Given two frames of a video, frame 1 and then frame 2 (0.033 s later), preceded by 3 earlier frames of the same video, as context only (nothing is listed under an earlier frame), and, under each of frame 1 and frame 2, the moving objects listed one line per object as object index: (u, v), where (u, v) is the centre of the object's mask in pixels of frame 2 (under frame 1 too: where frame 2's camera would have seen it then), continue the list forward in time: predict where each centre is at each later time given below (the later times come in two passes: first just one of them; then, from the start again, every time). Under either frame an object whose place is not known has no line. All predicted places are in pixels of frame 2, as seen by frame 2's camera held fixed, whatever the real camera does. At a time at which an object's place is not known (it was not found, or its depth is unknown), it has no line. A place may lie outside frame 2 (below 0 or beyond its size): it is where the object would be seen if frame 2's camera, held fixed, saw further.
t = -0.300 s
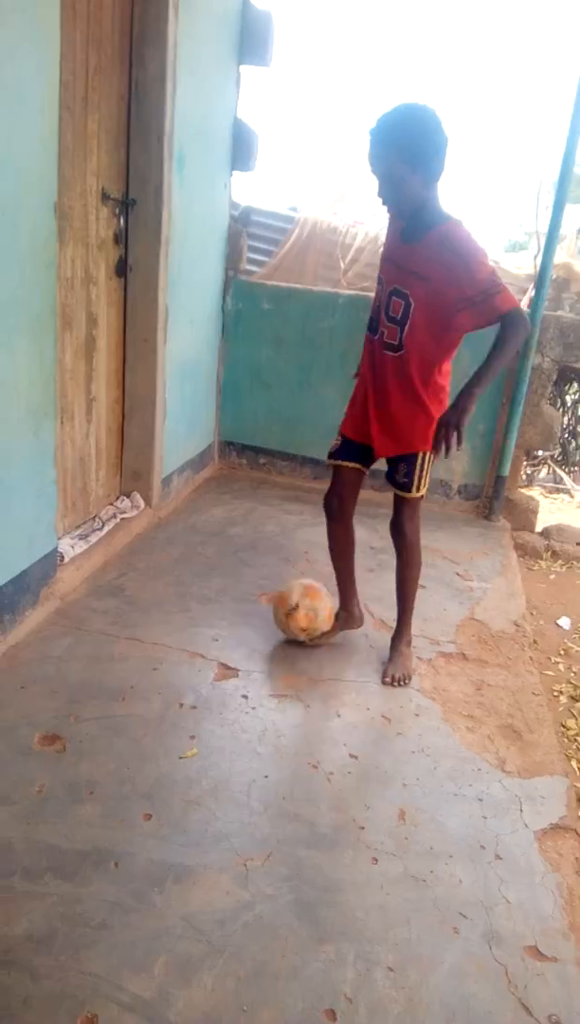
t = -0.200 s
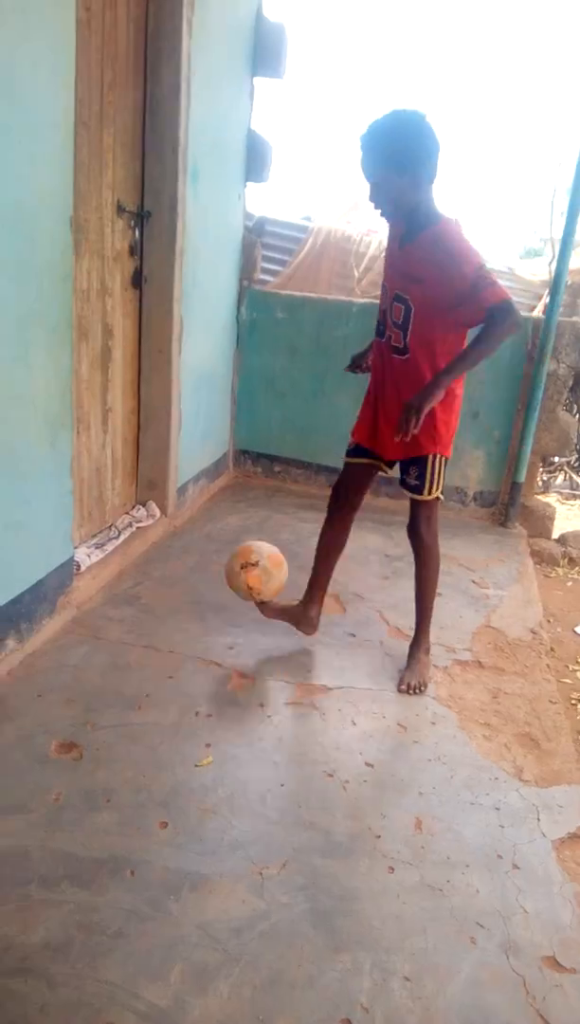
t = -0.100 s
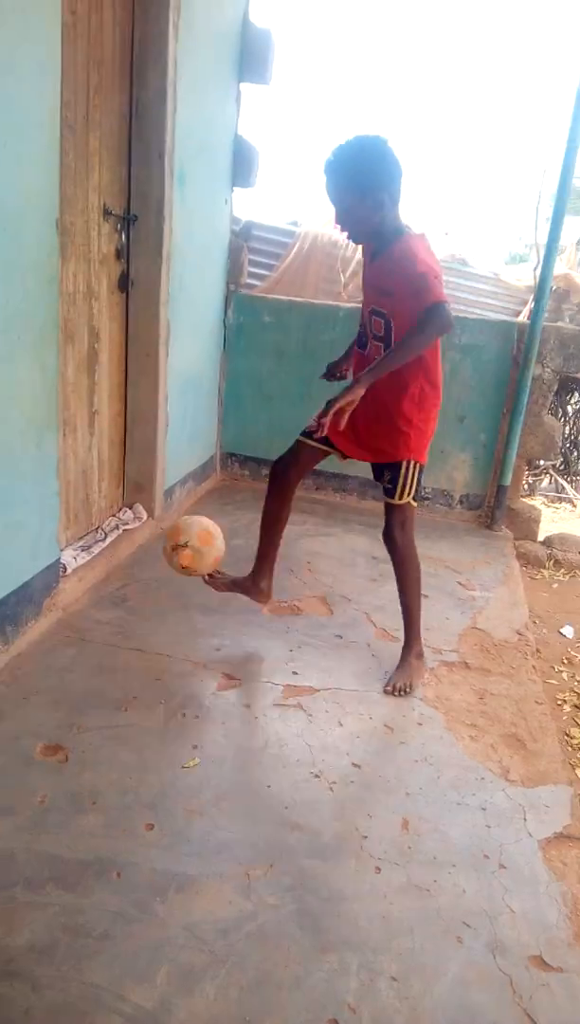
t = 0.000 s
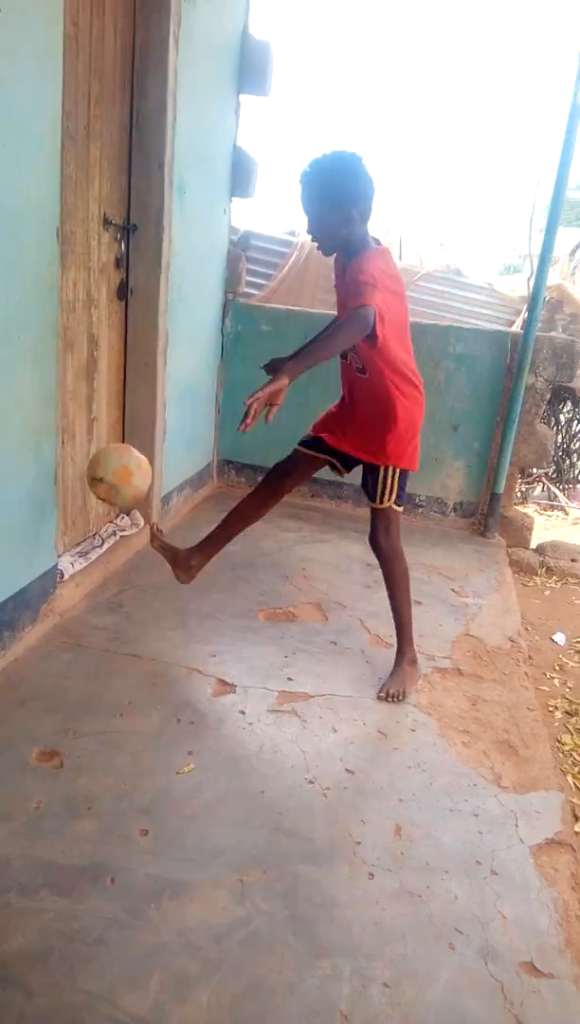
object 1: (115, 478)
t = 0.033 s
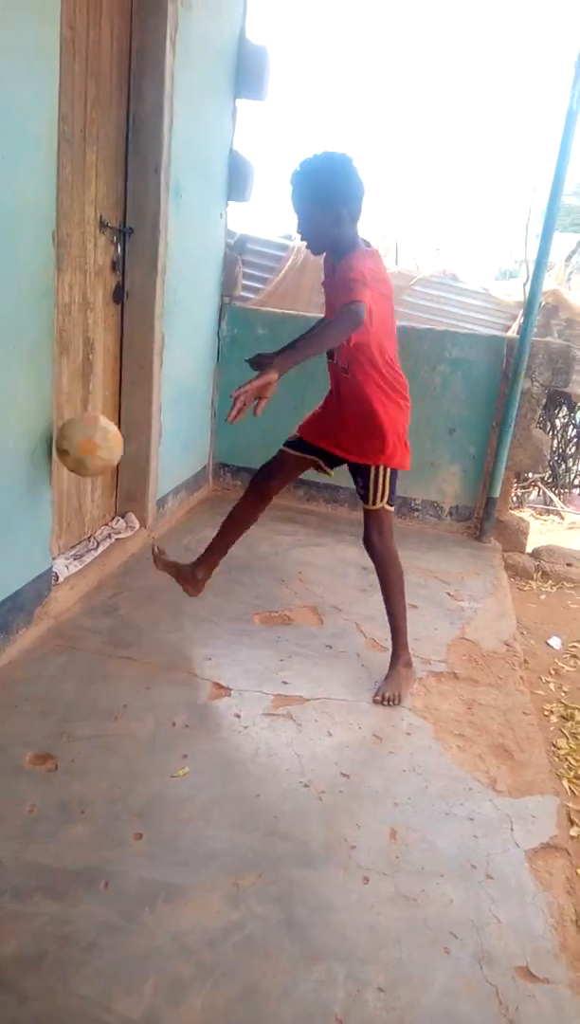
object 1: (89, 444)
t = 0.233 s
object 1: (124, 409)
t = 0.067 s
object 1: (72, 419)
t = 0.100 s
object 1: (81, 409)
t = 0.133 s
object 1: (92, 404)
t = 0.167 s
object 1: (103, 402)
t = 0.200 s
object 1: (113, 403)
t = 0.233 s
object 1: (124, 409)
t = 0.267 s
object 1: (134, 419)
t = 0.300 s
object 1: (146, 430)
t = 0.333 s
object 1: (154, 445)
